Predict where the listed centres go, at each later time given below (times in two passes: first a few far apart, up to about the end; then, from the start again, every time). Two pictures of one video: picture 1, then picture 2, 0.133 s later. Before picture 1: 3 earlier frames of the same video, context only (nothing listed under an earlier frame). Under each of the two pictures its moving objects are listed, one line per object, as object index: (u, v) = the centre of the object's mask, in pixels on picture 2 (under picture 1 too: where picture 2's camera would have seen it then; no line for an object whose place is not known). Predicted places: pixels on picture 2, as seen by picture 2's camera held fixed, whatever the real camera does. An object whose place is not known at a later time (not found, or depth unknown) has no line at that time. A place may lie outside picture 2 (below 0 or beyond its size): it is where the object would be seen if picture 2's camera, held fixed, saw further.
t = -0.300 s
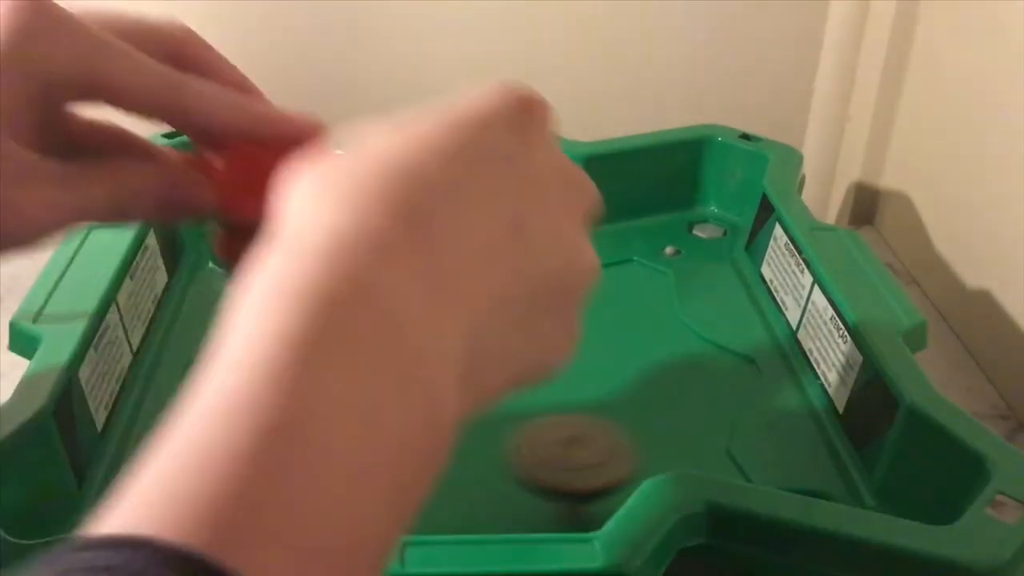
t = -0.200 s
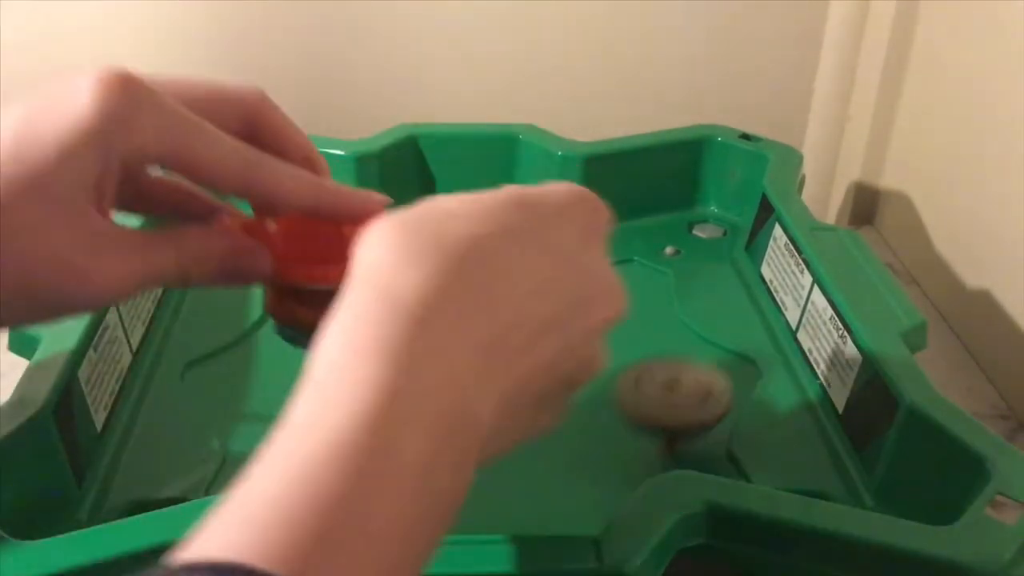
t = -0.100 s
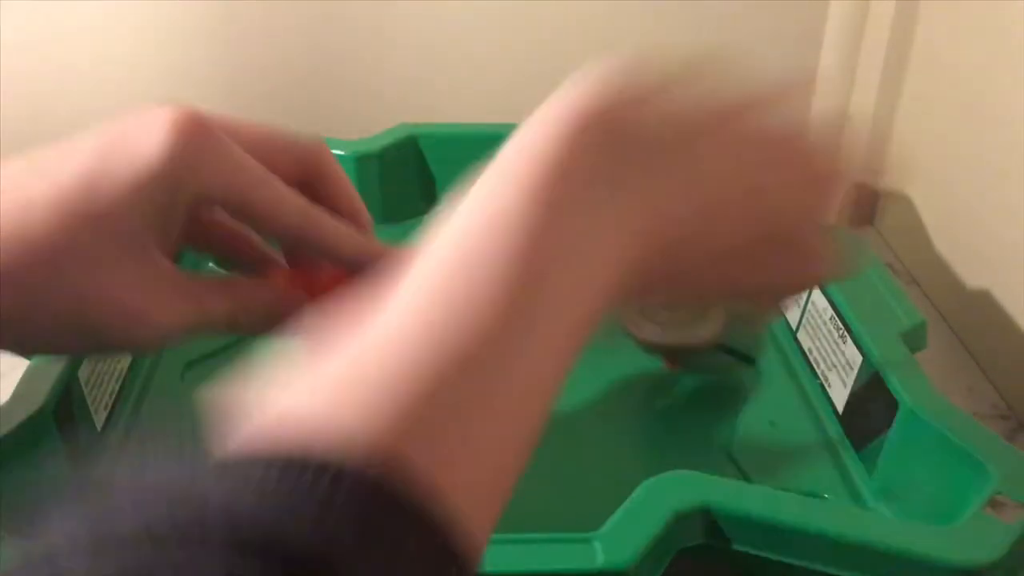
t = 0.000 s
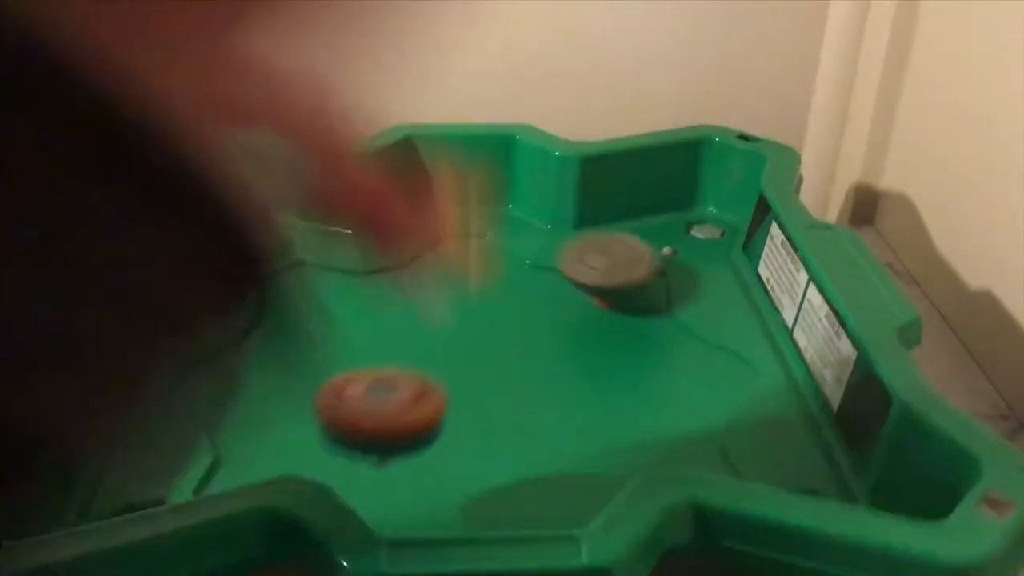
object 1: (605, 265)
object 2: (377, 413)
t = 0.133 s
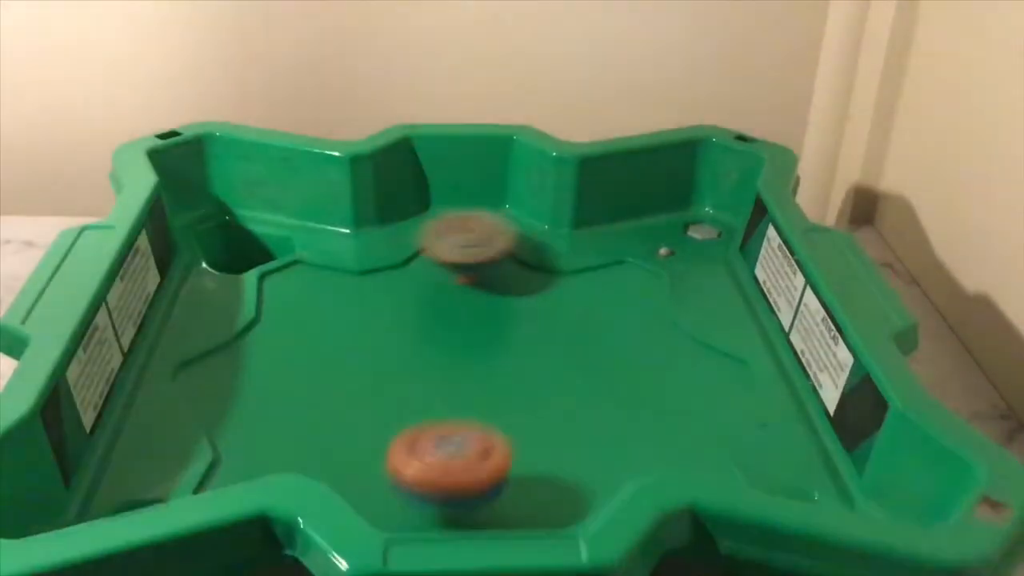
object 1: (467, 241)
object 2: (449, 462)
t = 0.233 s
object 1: (358, 260)
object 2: (489, 439)
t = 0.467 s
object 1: (255, 410)
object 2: (414, 387)
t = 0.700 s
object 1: (589, 465)
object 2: (321, 388)
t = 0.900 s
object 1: (689, 330)
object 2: (317, 405)
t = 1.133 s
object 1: (446, 240)
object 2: (374, 403)
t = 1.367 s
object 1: (226, 352)
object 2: (393, 362)
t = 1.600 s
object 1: (464, 489)
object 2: (380, 339)
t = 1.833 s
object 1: (674, 375)
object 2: (374, 330)
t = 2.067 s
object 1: (491, 269)
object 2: (394, 328)
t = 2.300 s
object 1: (288, 277)
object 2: (429, 341)
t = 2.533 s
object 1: (291, 401)
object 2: (467, 328)
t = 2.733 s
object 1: (491, 421)
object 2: (471, 326)
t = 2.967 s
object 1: (600, 341)
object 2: (483, 335)
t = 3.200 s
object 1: (547, 302)
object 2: (472, 360)
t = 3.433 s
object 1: (475, 315)
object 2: (518, 386)
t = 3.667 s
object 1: (436, 367)
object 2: (551, 376)
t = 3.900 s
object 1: (439, 407)
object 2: (530, 372)
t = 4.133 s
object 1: (373, 452)
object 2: (523, 359)
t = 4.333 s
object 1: (409, 463)
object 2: (487, 381)
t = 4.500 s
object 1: (433, 448)
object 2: (496, 391)
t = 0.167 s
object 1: (430, 244)
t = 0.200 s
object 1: (396, 251)
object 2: (480, 453)
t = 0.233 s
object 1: (358, 260)
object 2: (489, 439)
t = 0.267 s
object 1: (322, 273)
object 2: (494, 434)
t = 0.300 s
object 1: (291, 288)
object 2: (490, 424)
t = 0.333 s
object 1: (265, 308)
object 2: (480, 415)
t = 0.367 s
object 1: (247, 331)
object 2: (467, 406)
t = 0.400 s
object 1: (238, 356)
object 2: (451, 399)
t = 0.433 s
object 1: (240, 384)
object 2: (433, 393)
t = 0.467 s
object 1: (255, 410)
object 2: (414, 387)
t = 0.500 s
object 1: (281, 432)
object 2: (396, 384)
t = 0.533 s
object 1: (326, 449)
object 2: (378, 380)
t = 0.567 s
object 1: (377, 467)
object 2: (361, 380)
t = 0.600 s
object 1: (427, 481)
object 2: (346, 381)
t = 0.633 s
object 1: (486, 485)
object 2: (336, 383)
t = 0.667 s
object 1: (544, 479)
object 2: (327, 386)
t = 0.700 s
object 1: (589, 465)
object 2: (321, 388)
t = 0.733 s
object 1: (635, 446)
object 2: (318, 391)
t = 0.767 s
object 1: (671, 429)
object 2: (316, 393)
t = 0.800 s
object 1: (693, 407)
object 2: (315, 396)
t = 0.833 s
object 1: (702, 381)
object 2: (314, 398)
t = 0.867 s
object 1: (701, 356)
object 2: (315, 402)
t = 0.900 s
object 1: (689, 330)
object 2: (317, 405)
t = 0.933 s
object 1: (670, 309)
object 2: (321, 408)
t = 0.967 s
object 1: (646, 291)
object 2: (328, 411)
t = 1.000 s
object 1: (616, 276)
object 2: (337, 412)
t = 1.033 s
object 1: (575, 259)
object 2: (348, 412)
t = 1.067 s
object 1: (534, 249)
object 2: (357, 410)
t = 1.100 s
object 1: (491, 244)
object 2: (366, 407)
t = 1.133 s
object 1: (446, 240)
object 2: (374, 403)
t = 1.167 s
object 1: (402, 240)
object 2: (381, 398)
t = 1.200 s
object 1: (359, 248)
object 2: (386, 393)
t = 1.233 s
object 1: (313, 258)
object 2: (390, 387)
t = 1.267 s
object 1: (269, 272)
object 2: (392, 381)
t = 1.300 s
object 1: (249, 294)
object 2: (393, 375)
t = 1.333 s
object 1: (235, 323)
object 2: (394, 369)
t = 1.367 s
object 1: (226, 352)
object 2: (393, 362)
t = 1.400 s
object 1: (227, 381)
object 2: (391, 358)
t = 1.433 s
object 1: (240, 410)
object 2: (389, 353)
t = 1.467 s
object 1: (267, 433)
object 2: (387, 349)
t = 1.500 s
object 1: (309, 450)
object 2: (385, 346)
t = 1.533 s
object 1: (365, 469)
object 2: (383, 343)
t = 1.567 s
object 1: (412, 486)
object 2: (382, 341)
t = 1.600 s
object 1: (464, 489)
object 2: (380, 339)
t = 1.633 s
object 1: (518, 486)
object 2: (378, 337)
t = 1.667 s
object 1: (563, 477)
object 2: (376, 336)
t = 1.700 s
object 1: (602, 457)
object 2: (375, 335)
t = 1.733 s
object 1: (637, 440)
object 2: (374, 333)
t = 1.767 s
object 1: (662, 420)
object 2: (373, 332)
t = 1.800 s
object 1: (673, 399)
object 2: (373, 331)
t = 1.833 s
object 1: (674, 375)
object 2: (374, 330)
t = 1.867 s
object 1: (666, 353)
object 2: (375, 330)
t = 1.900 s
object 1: (650, 331)
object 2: (377, 329)
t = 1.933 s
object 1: (627, 313)
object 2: (379, 329)
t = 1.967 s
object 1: (598, 297)
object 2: (383, 329)
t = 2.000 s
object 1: (565, 284)
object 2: (386, 328)
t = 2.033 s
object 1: (529, 275)
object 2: (390, 328)
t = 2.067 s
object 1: (491, 269)
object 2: (394, 328)
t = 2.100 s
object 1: (453, 265)
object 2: (399, 328)
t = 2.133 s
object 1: (416, 257)
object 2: (402, 329)
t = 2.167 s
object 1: (390, 255)
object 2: (402, 333)
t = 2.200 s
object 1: (363, 257)
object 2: (405, 336)
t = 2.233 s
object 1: (338, 261)
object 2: (412, 338)
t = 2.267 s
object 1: (313, 267)
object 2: (420, 340)
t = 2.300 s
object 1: (288, 277)
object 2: (429, 341)
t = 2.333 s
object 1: (267, 290)
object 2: (440, 341)
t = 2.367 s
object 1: (250, 305)
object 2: (449, 341)
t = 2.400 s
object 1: (241, 325)
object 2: (456, 340)
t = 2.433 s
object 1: (241, 344)
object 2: (462, 337)
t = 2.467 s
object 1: (250, 365)
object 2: (466, 334)
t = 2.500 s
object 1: (267, 384)
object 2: (464, 330)
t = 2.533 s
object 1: (291, 401)
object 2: (467, 328)
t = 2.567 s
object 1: (321, 414)
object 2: (470, 326)
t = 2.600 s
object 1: (355, 424)
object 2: (471, 325)
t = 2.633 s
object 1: (390, 429)
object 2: (471, 325)
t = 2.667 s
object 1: (424, 430)
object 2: (471, 324)
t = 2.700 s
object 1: (459, 428)
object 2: (471, 325)
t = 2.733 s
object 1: (491, 421)
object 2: (471, 326)
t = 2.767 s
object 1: (520, 412)
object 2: (472, 329)
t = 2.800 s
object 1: (543, 399)
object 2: (474, 332)
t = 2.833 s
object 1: (560, 385)
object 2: (477, 334)
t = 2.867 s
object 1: (571, 372)
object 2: (481, 336)
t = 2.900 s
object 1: (583, 360)
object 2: (482, 336)
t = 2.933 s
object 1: (595, 351)
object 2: (483, 335)
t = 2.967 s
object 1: (600, 341)
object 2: (483, 335)
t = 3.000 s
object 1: (599, 333)
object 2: (482, 337)
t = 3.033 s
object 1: (593, 326)
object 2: (480, 340)
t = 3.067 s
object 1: (587, 320)
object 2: (474, 343)
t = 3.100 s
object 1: (579, 313)
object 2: (470, 346)
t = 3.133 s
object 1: (568, 308)
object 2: (469, 350)
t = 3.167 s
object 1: (558, 304)
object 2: (471, 355)
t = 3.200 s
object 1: (547, 302)
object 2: (472, 360)
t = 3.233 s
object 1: (535, 300)
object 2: (476, 365)
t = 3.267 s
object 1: (522, 300)
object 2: (483, 369)
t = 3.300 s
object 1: (509, 300)
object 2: (489, 374)
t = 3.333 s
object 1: (499, 300)
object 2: (495, 379)
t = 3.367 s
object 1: (490, 303)
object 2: (502, 382)
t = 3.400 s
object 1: (483, 308)
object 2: (514, 385)
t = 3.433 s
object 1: (475, 315)
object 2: (518, 386)
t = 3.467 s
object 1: (468, 323)
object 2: (527, 386)
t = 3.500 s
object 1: (461, 331)
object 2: (534, 385)
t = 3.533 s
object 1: (455, 339)
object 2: (542, 383)
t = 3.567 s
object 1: (451, 347)
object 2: (542, 381)
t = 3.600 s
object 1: (445, 354)
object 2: (546, 379)
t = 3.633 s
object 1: (442, 361)
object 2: (547, 377)
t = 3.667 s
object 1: (436, 367)
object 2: (551, 376)
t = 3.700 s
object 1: (427, 373)
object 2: (554, 375)
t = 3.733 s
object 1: (423, 380)
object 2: (554, 374)
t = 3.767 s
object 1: (423, 386)
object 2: (556, 371)
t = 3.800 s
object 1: (424, 393)
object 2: (546, 370)
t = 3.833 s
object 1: (428, 398)
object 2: (543, 369)
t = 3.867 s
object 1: (433, 403)
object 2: (531, 370)
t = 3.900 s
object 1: (439, 407)
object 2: (530, 372)
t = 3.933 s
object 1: (421, 414)
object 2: (532, 371)
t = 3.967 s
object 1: (402, 421)
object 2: (543, 368)
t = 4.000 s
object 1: (387, 427)
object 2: (541, 366)
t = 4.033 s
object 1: (379, 434)
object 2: (544, 363)
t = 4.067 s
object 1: (373, 440)
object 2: (541, 360)
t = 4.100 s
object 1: (372, 446)
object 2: (531, 359)
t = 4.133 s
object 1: (373, 452)
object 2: (523, 359)
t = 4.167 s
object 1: (377, 457)
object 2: (515, 361)
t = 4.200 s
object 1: (383, 460)
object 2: (508, 364)
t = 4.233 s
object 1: (390, 463)
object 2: (504, 367)
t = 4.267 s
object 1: (397, 464)
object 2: (497, 372)
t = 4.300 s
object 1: (403, 464)
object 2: (492, 376)
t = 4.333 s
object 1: (409, 463)
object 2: (487, 381)
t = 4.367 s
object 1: (416, 462)
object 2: (487, 385)
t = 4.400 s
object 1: (424, 459)
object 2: (484, 388)
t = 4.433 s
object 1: (432, 456)
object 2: (487, 391)
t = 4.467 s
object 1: (439, 450)
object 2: (489, 391)
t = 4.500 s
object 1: (433, 448)
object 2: (496, 391)
